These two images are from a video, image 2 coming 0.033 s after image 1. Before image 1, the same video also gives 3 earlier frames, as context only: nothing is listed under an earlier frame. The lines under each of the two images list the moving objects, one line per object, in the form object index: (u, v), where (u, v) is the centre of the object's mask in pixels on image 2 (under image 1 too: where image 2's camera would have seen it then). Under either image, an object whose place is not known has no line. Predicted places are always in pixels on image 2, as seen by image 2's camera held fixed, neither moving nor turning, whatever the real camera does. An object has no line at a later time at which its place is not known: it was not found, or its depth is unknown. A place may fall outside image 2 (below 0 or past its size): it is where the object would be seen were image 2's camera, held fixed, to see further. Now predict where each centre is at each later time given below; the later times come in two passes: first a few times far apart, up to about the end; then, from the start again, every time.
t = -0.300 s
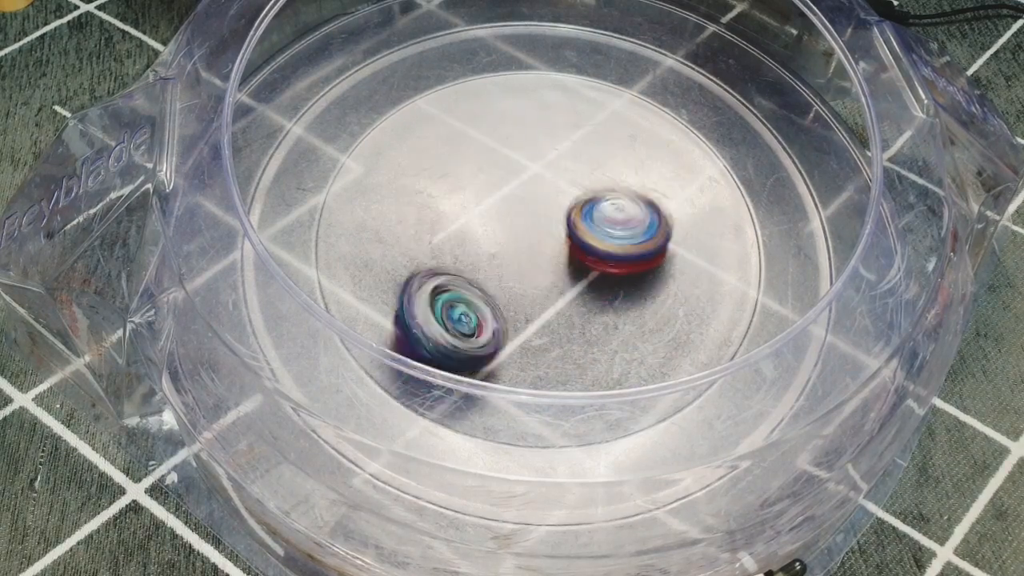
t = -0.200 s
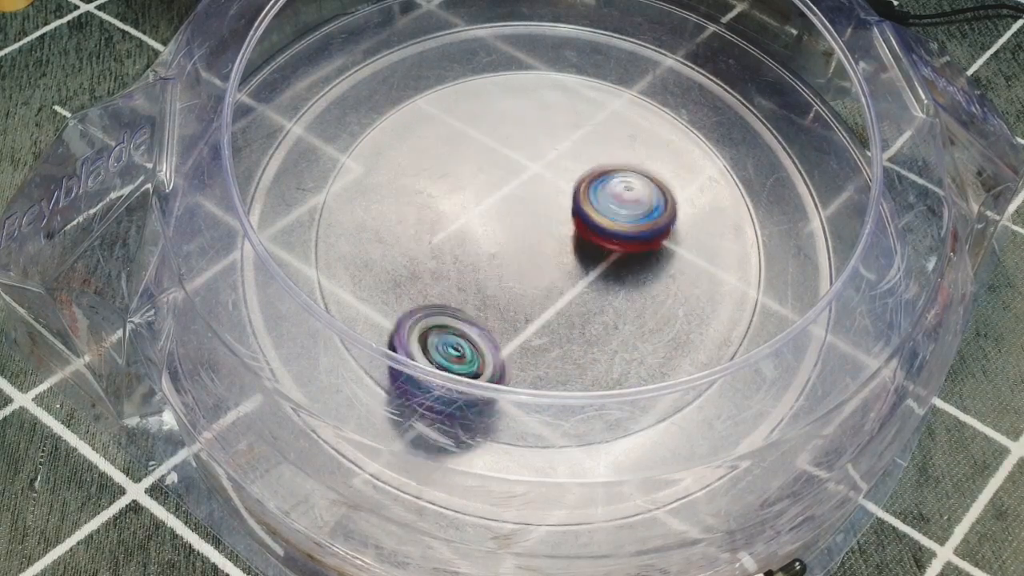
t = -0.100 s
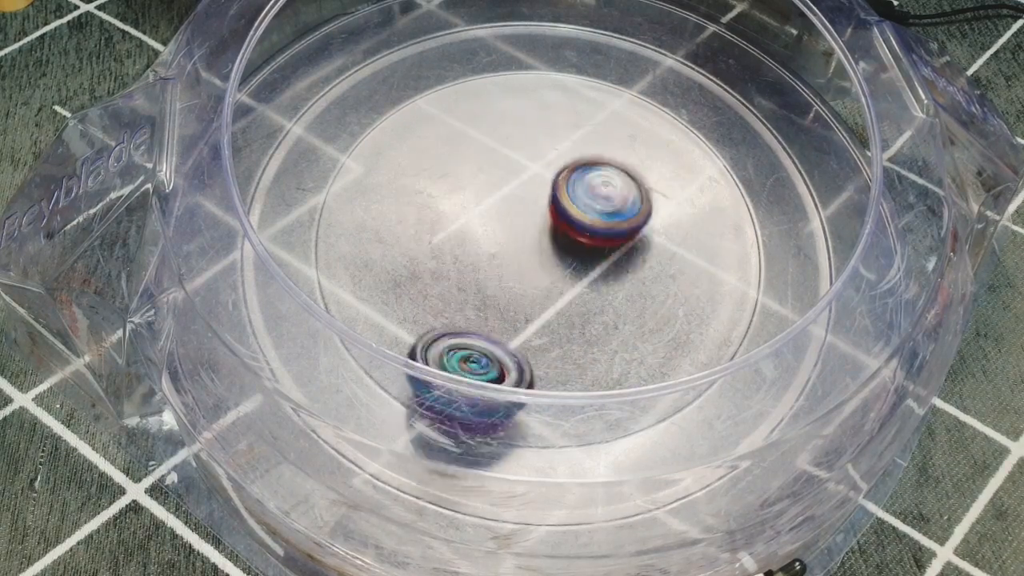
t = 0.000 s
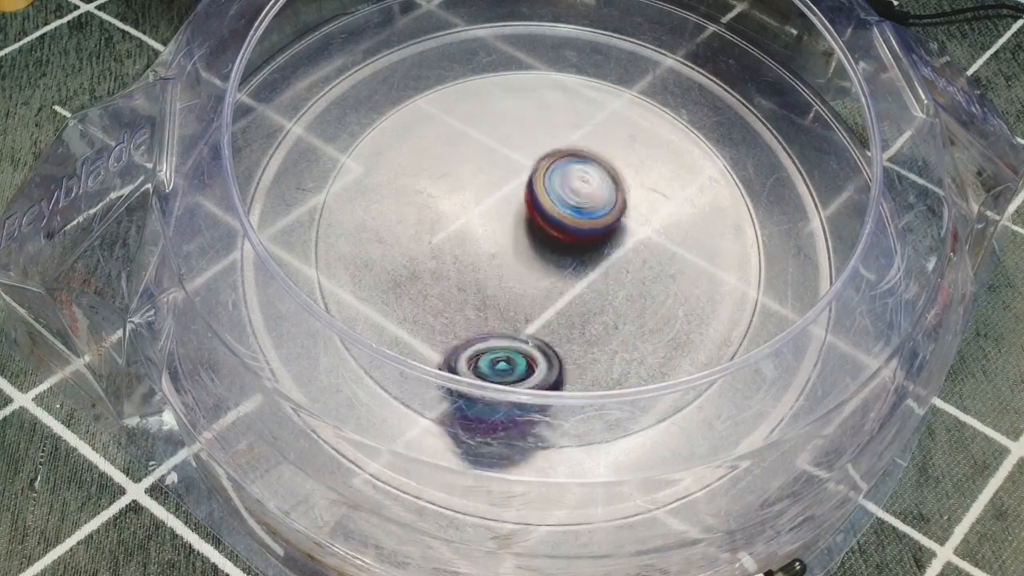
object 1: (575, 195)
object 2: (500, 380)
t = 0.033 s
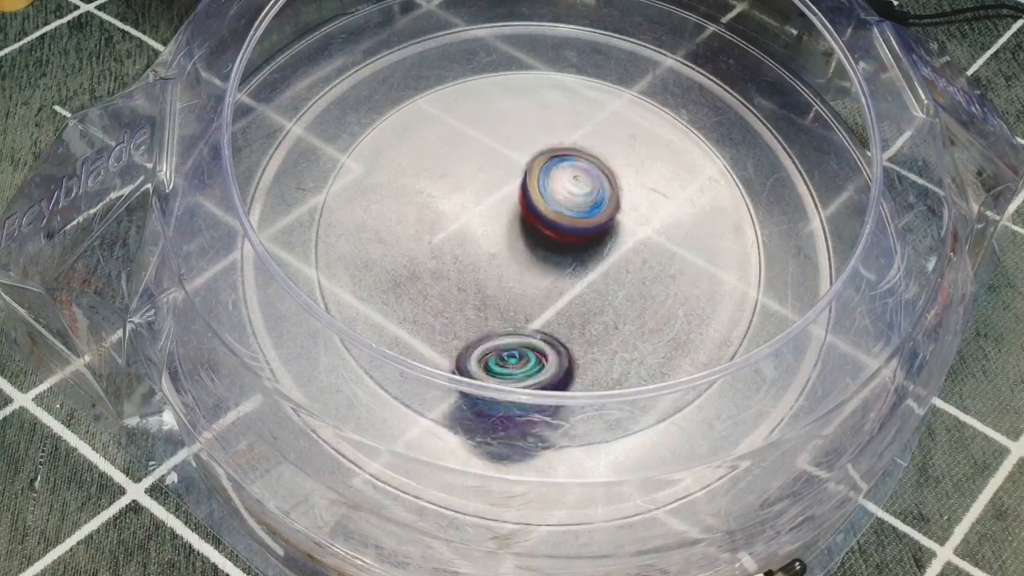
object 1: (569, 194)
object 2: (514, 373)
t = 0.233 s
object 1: (562, 220)
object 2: (588, 307)
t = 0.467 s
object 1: (541, 215)
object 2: (720, 277)
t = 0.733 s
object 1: (542, 238)
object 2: (662, 268)
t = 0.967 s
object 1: (489, 256)
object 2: (600, 200)
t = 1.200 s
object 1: (491, 251)
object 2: (566, 178)
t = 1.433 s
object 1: (511, 275)
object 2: (566, 188)
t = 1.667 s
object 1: (538, 292)
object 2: (563, 197)
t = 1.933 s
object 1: (539, 290)
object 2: (559, 200)
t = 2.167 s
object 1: (564, 289)
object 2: (555, 199)
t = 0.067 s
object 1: (567, 195)
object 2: (526, 358)
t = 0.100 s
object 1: (566, 198)
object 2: (535, 354)
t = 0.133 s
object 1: (566, 202)
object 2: (546, 348)
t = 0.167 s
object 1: (567, 208)
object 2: (558, 341)
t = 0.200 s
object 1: (565, 214)
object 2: (572, 320)
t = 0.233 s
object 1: (562, 220)
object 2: (588, 307)
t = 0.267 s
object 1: (554, 216)
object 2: (614, 296)
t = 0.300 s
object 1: (542, 209)
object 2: (654, 288)
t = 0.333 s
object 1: (539, 207)
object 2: (677, 282)
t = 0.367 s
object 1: (540, 209)
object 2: (697, 279)
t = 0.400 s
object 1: (541, 210)
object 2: (706, 279)
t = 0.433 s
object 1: (541, 213)
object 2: (717, 276)
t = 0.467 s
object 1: (541, 215)
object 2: (720, 277)
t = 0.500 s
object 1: (542, 219)
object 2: (722, 279)
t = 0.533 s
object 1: (542, 221)
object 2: (718, 279)
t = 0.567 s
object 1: (542, 224)
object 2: (713, 280)
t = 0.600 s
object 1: (543, 227)
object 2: (707, 283)
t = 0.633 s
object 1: (542, 229)
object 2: (702, 282)
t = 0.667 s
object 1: (543, 232)
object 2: (694, 279)
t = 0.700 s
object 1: (541, 235)
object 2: (679, 274)
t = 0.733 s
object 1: (542, 238)
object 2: (662, 268)
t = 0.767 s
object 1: (540, 240)
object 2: (641, 258)
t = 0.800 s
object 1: (527, 240)
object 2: (641, 246)
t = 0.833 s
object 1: (512, 246)
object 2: (635, 236)
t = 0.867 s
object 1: (501, 249)
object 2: (627, 226)
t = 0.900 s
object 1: (494, 252)
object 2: (619, 217)
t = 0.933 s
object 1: (490, 254)
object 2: (611, 208)
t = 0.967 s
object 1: (489, 256)
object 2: (600, 200)
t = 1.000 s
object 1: (490, 255)
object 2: (592, 194)
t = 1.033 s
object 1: (490, 255)
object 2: (584, 190)
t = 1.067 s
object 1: (490, 253)
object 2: (577, 185)
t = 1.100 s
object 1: (490, 251)
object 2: (571, 183)
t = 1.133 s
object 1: (489, 250)
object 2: (568, 181)
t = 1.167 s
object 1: (489, 250)
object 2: (567, 179)
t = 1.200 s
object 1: (491, 251)
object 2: (566, 178)
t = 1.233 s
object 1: (493, 251)
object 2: (566, 179)
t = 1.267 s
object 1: (494, 257)
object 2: (568, 176)
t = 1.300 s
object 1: (499, 262)
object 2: (567, 177)
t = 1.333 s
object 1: (502, 264)
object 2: (565, 183)
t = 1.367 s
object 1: (506, 268)
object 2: (565, 185)
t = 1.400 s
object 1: (509, 269)
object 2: (565, 188)
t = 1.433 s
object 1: (511, 275)
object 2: (566, 188)
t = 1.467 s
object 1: (517, 280)
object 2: (566, 191)
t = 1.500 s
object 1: (522, 283)
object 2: (567, 192)
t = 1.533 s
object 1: (527, 286)
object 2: (566, 196)
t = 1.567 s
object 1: (531, 289)
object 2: (568, 195)
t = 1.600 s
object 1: (534, 291)
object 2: (568, 194)
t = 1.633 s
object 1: (537, 291)
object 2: (565, 197)
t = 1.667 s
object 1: (538, 292)
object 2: (563, 197)
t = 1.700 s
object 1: (539, 292)
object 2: (562, 198)
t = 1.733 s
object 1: (539, 292)
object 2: (563, 199)
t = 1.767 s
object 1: (539, 291)
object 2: (563, 195)
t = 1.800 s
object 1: (539, 292)
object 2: (562, 195)
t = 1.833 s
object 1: (538, 291)
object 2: (561, 198)
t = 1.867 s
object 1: (536, 291)
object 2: (561, 198)
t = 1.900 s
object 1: (538, 292)
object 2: (559, 199)
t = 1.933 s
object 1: (539, 290)
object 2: (559, 200)
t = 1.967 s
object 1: (540, 290)
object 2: (560, 198)
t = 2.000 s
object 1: (544, 290)
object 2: (558, 200)
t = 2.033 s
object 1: (547, 288)
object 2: (558, 200)
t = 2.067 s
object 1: (550, 289)
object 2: (556, 202)
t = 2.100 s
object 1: (556, 288)
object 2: (555, 202)
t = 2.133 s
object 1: (560, 289)
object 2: (554, 201)
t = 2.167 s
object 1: (564, 289)
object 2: (555, 199)
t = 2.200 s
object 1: (568, 288)
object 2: (554, 200)
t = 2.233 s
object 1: (568, 287)
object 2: (554, 201)
